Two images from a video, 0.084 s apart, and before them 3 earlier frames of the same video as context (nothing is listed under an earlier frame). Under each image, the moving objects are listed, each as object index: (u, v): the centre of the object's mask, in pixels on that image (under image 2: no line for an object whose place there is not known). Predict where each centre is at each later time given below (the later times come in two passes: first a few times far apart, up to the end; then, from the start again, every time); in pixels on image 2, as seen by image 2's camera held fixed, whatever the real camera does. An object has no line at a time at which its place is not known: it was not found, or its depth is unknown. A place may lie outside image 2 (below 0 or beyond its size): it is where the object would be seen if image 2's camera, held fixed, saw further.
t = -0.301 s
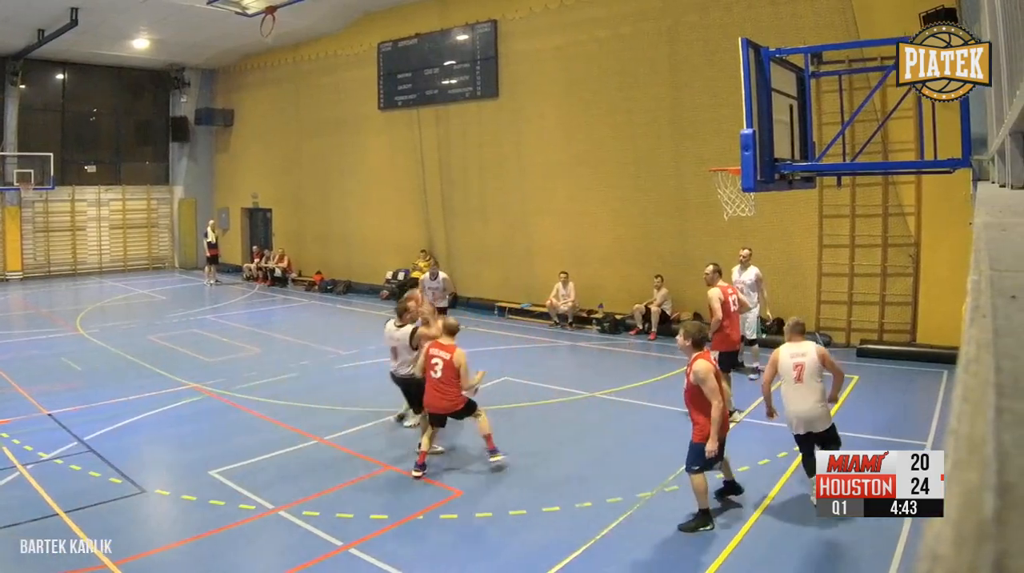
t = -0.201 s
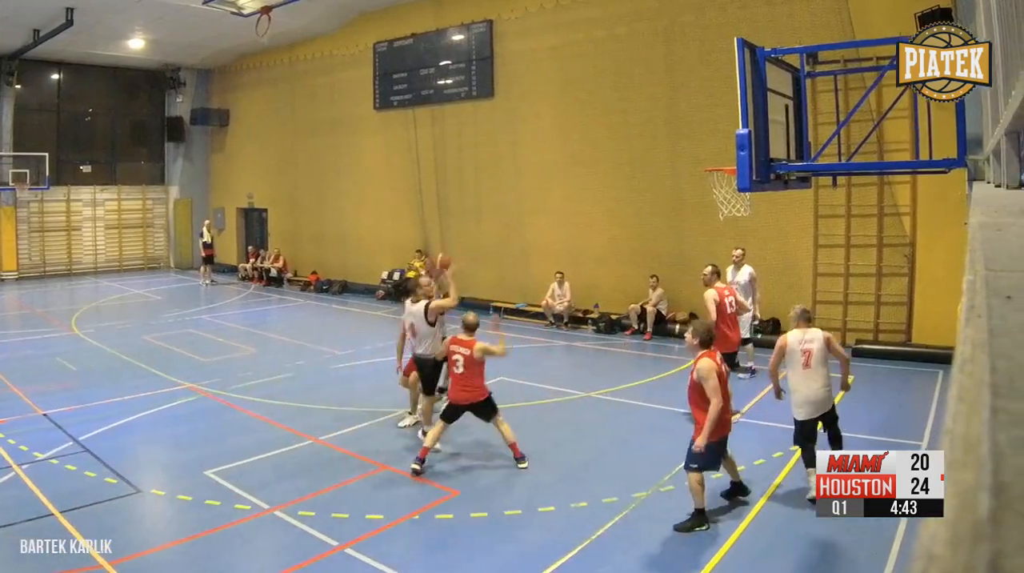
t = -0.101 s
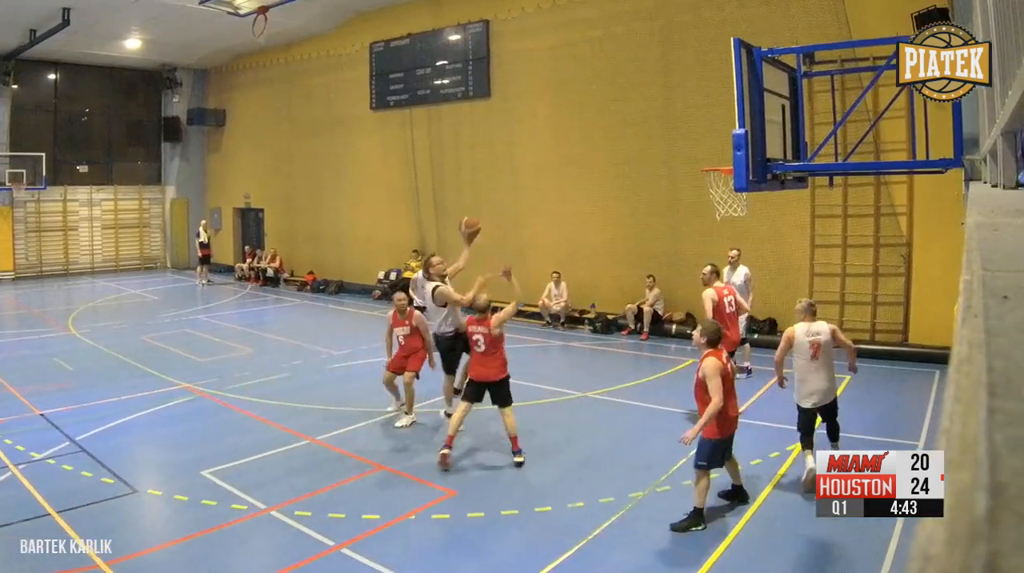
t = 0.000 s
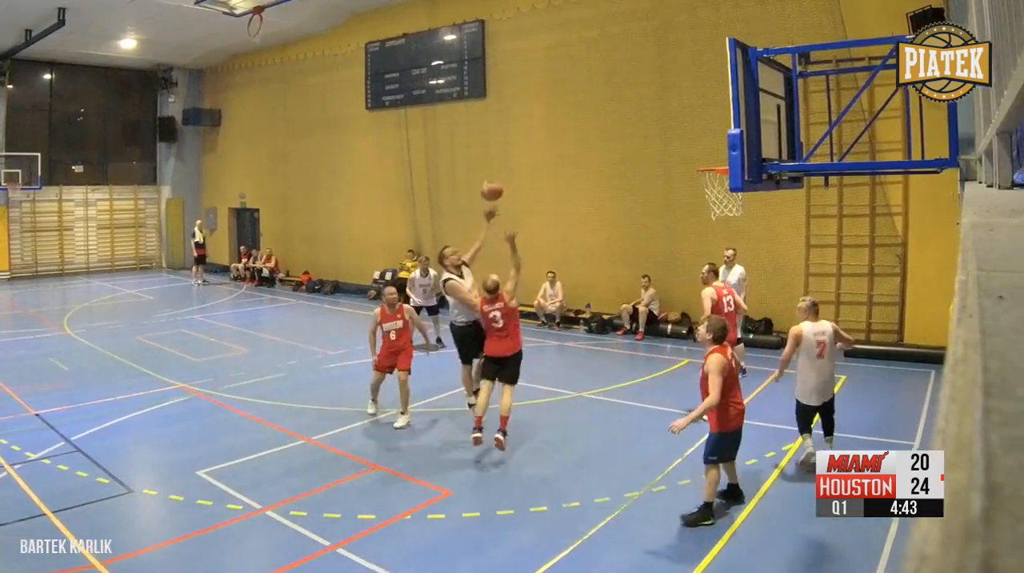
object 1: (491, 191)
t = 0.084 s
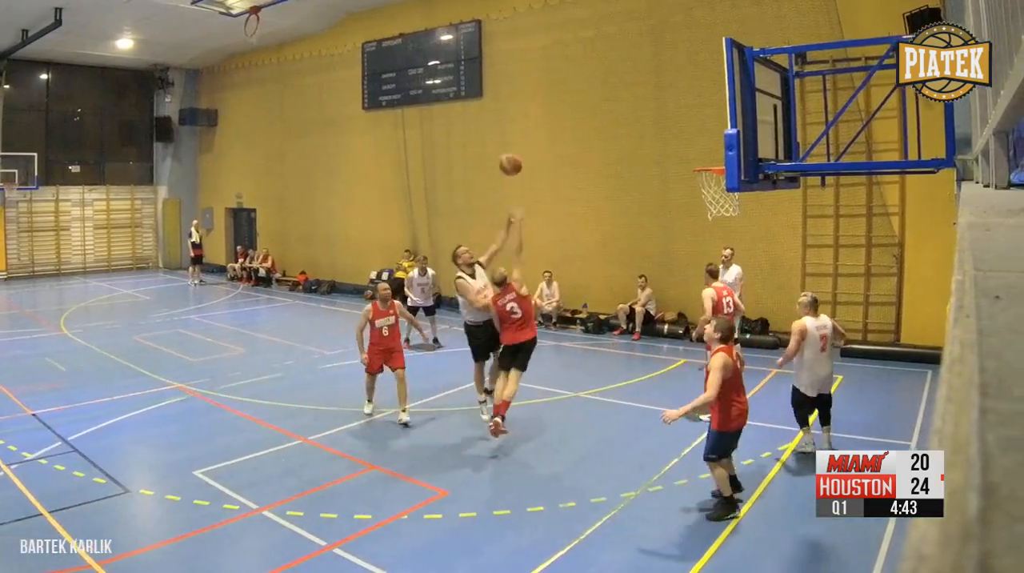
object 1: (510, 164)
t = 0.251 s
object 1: (560, 130)
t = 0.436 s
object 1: (620, 123)
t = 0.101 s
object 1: (515, 159)
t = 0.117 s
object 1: (520, 155)
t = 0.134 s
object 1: (525, 152)
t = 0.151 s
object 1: (529, 148)
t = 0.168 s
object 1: (534, 145)
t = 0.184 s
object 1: (539, 141)
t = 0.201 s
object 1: (544, 138)
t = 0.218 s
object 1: (550, 134)
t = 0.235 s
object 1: (555, 132)
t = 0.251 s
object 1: (560, 130)
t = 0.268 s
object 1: (565, 128)
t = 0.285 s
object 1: (570, 126)
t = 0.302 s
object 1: (575, 124)
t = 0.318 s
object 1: (581, 123)
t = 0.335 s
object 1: (587, 123)
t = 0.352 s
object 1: (592, 123)
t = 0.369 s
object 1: (597, 122)
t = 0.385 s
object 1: (602, 122)
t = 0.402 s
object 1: (608, 122)
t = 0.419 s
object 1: (614, 122)
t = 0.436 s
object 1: (620, 123)
